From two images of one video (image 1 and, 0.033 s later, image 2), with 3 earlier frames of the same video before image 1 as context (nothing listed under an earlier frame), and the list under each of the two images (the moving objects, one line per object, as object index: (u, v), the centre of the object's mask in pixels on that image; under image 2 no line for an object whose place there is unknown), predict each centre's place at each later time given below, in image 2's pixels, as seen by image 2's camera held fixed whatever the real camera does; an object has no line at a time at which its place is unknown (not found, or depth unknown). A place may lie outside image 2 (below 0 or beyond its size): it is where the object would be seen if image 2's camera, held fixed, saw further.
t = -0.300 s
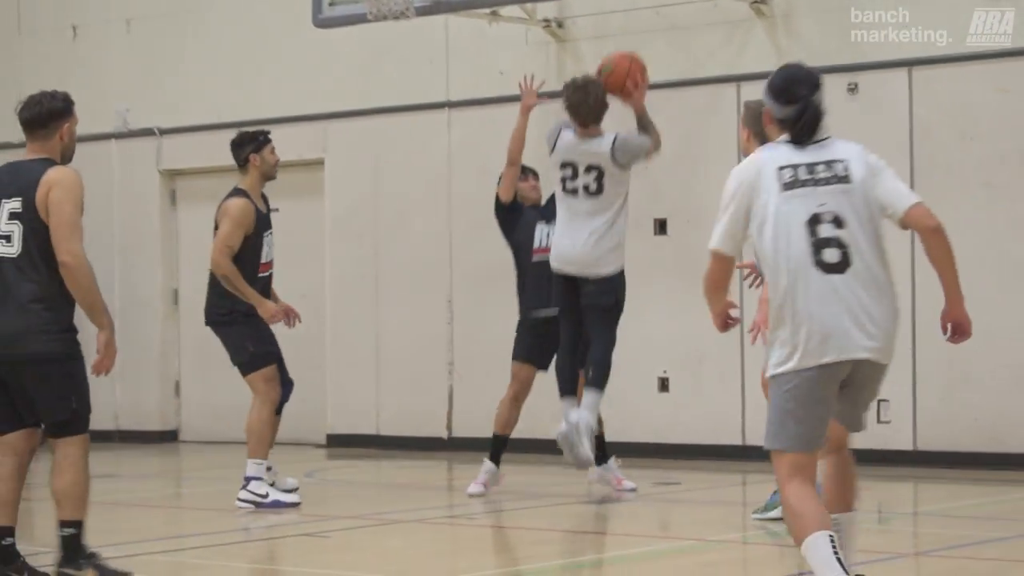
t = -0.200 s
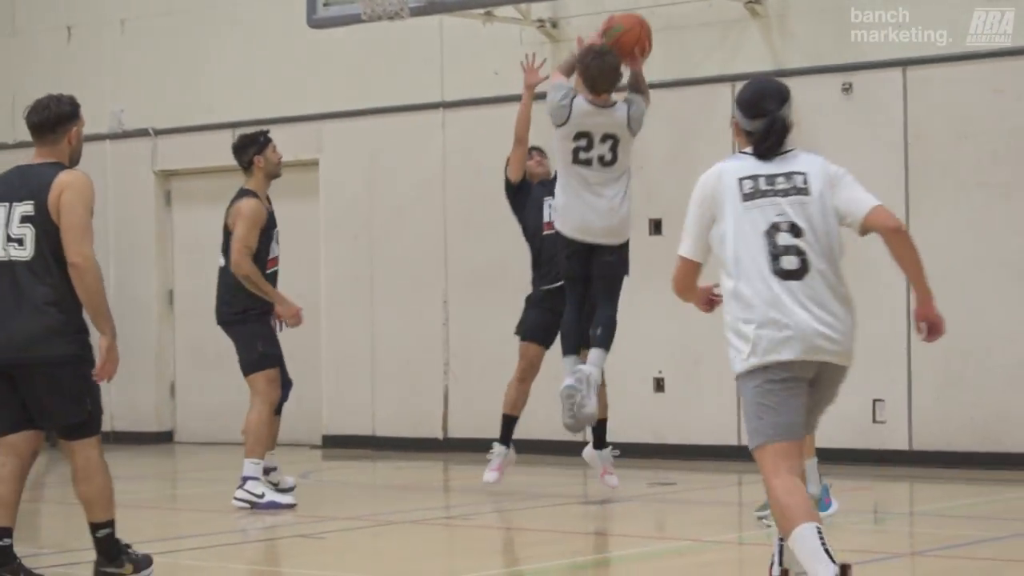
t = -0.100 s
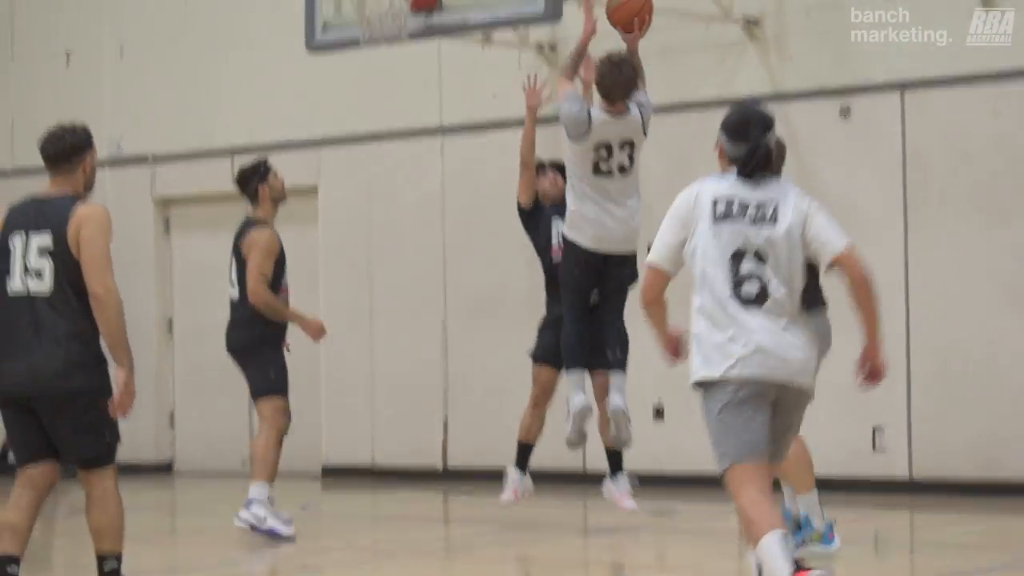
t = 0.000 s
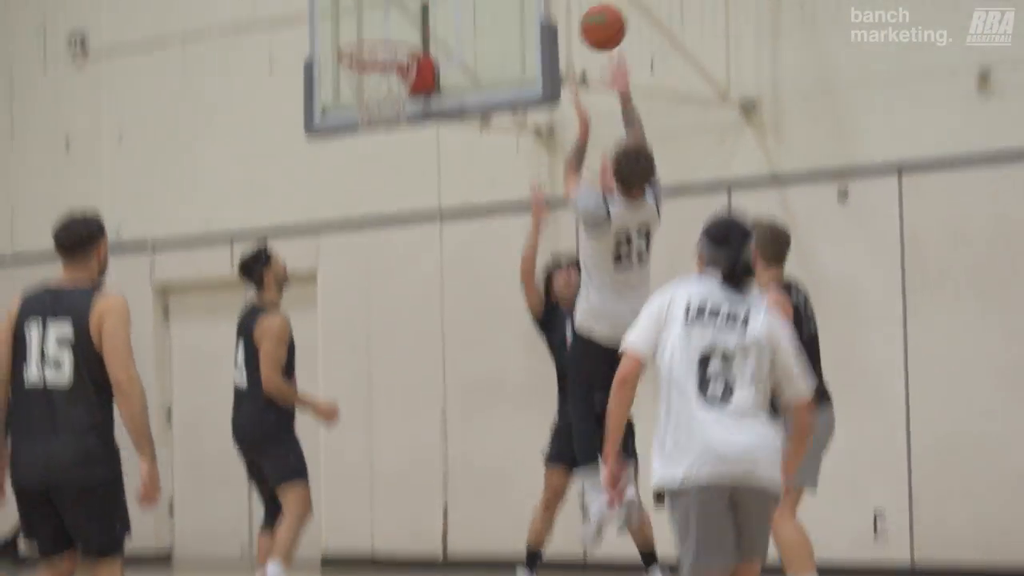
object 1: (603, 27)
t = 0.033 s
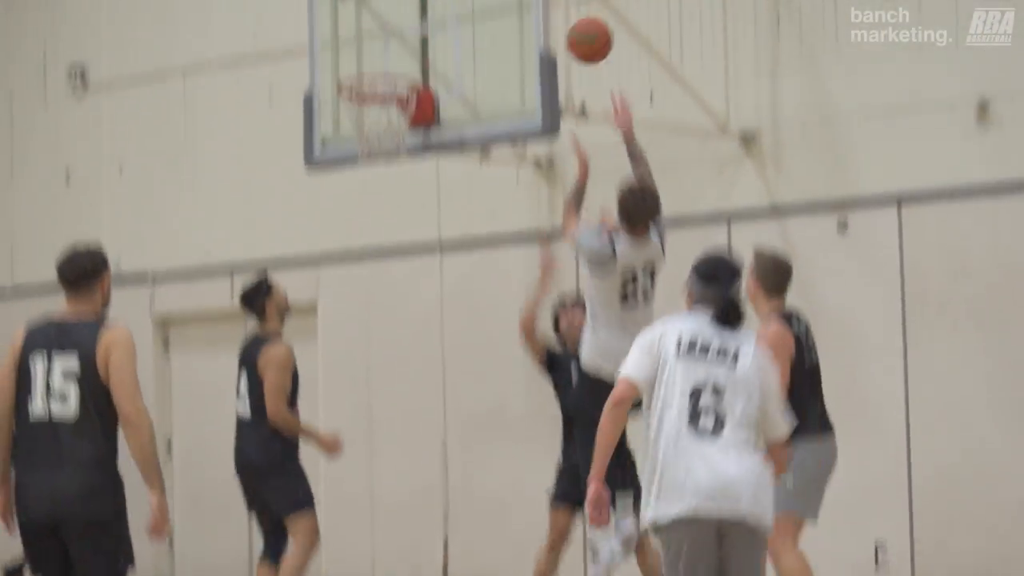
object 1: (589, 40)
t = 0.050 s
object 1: (583, 31)
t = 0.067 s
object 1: (577, 23)
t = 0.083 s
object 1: (570, 16)
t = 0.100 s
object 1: (564, 9)
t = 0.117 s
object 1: (558, 2)
